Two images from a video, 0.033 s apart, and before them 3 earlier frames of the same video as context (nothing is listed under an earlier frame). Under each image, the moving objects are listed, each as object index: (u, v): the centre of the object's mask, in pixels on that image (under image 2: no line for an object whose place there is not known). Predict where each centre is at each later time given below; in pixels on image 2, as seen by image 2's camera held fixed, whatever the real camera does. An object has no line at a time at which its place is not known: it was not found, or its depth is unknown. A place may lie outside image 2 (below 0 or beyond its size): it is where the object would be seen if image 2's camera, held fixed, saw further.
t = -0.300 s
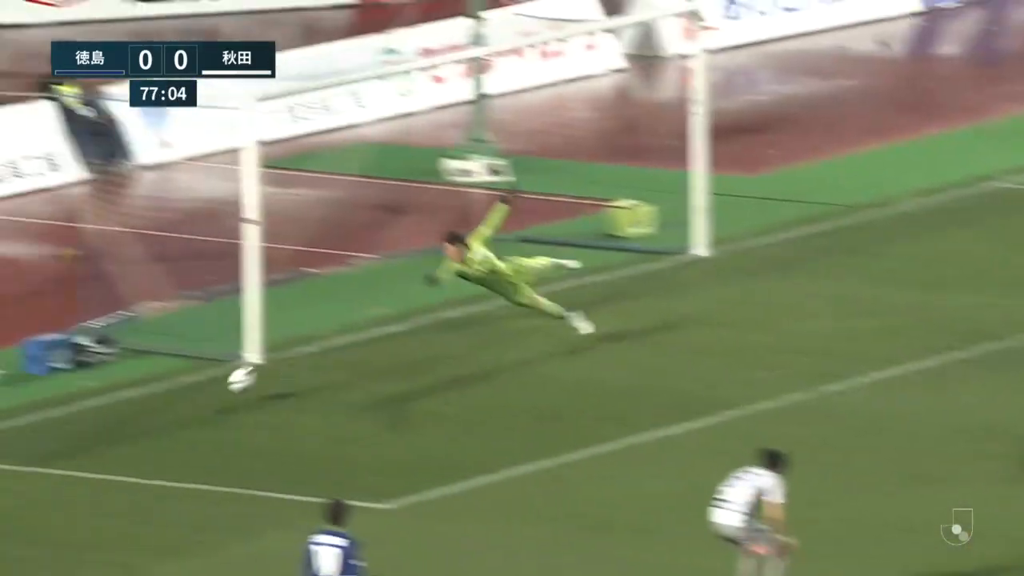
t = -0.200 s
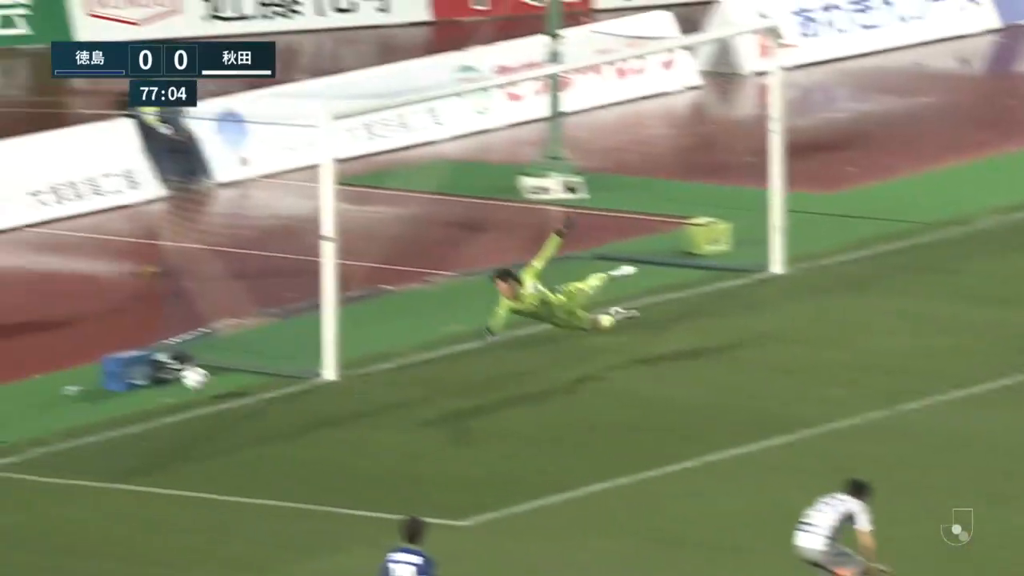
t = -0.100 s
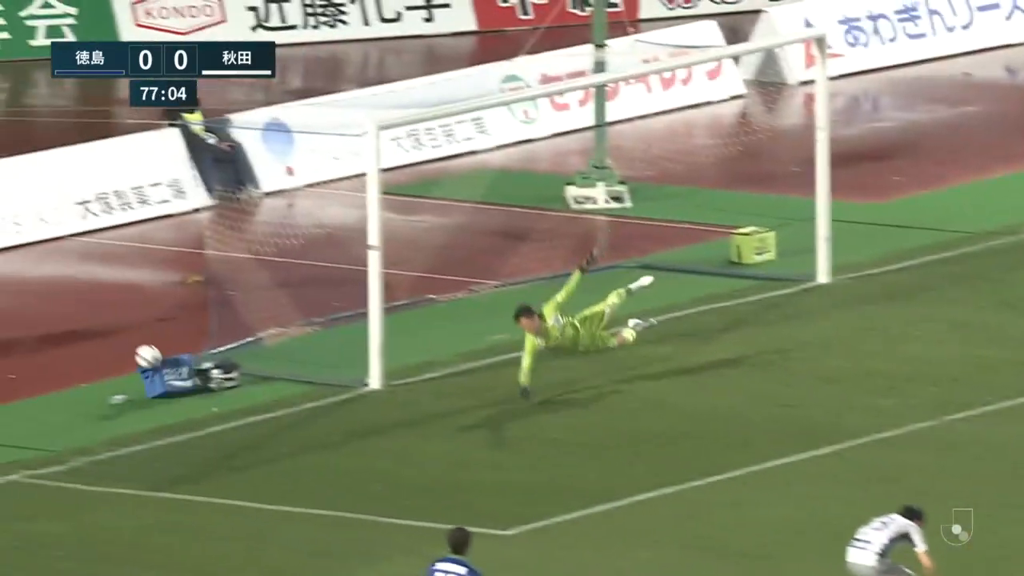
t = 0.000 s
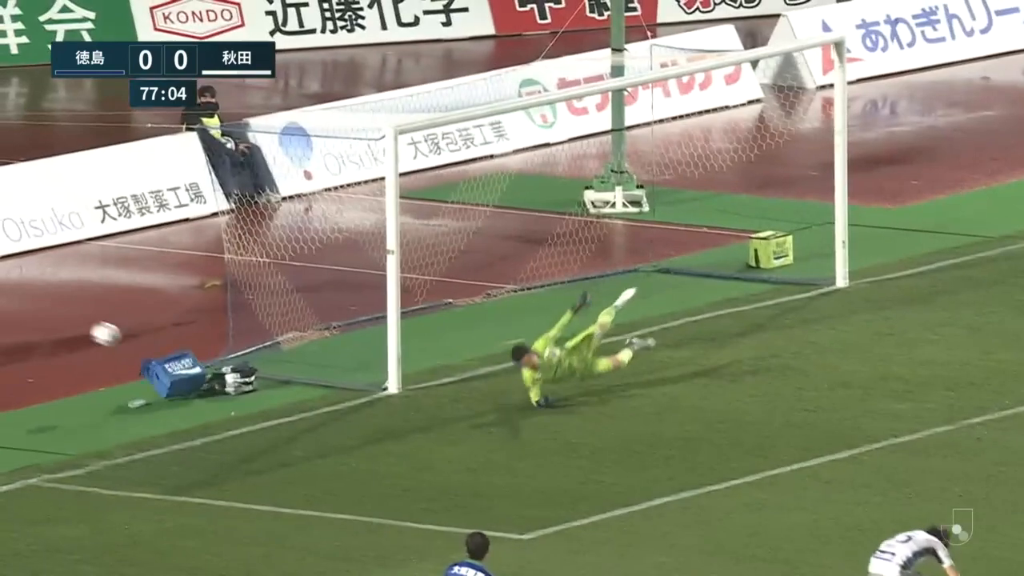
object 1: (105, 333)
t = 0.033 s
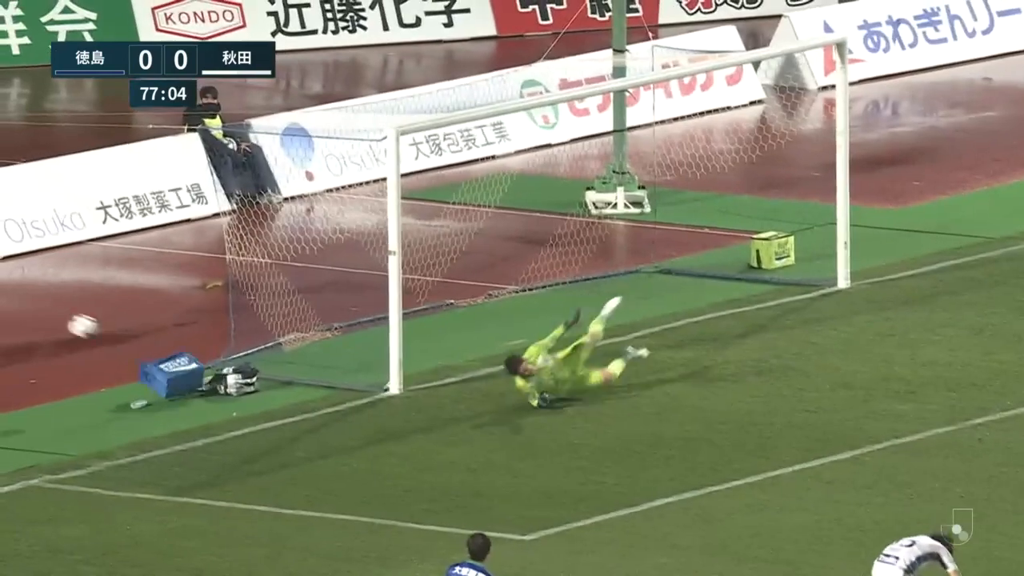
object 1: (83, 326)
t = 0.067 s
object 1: (59, 318)
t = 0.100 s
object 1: (47, 315)
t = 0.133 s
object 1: (23, 309)
